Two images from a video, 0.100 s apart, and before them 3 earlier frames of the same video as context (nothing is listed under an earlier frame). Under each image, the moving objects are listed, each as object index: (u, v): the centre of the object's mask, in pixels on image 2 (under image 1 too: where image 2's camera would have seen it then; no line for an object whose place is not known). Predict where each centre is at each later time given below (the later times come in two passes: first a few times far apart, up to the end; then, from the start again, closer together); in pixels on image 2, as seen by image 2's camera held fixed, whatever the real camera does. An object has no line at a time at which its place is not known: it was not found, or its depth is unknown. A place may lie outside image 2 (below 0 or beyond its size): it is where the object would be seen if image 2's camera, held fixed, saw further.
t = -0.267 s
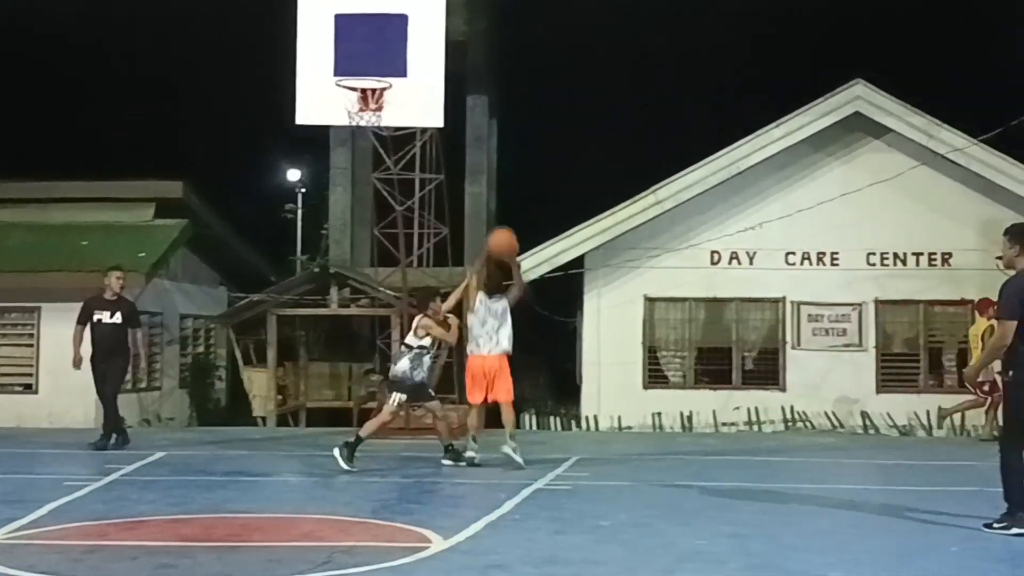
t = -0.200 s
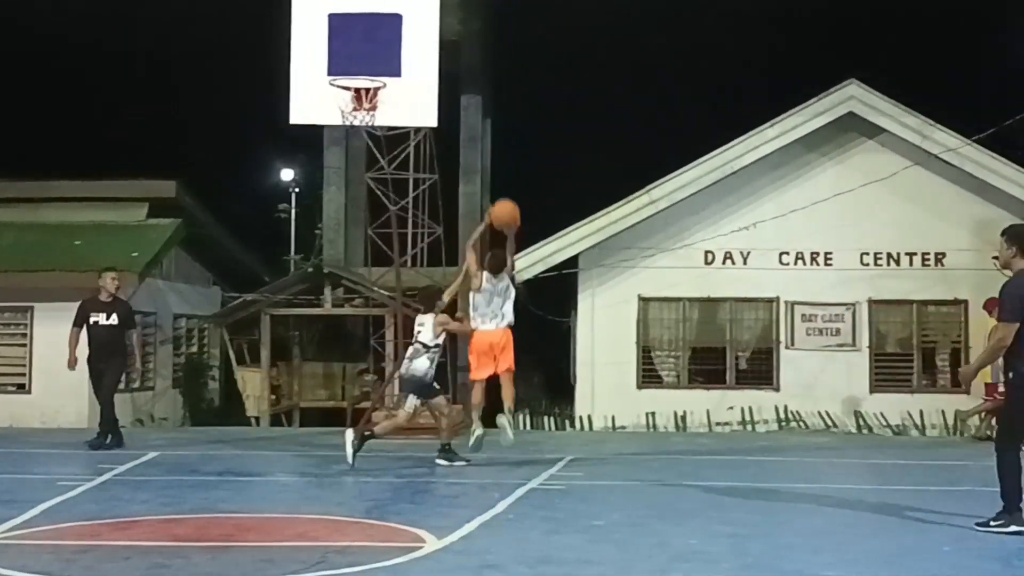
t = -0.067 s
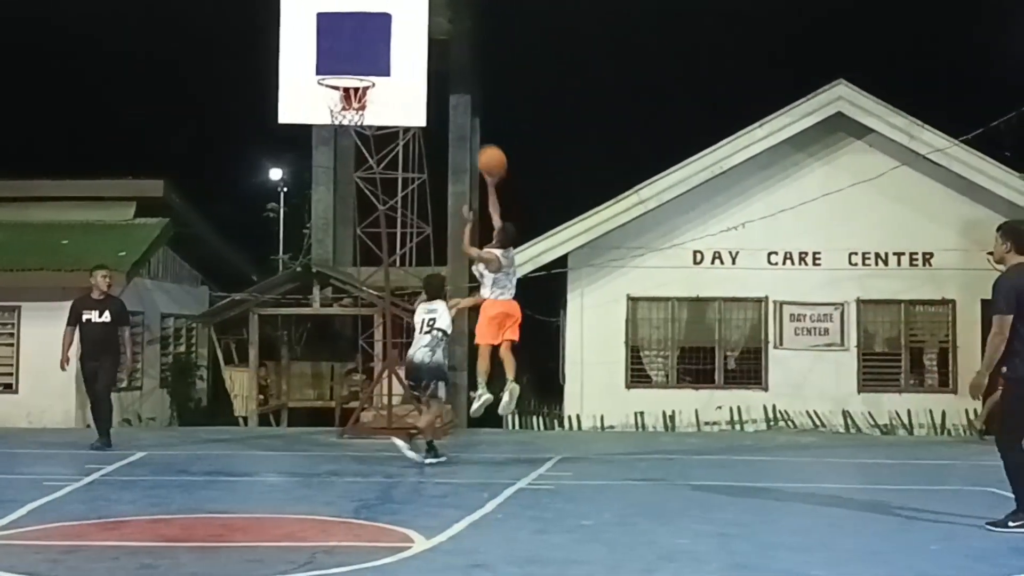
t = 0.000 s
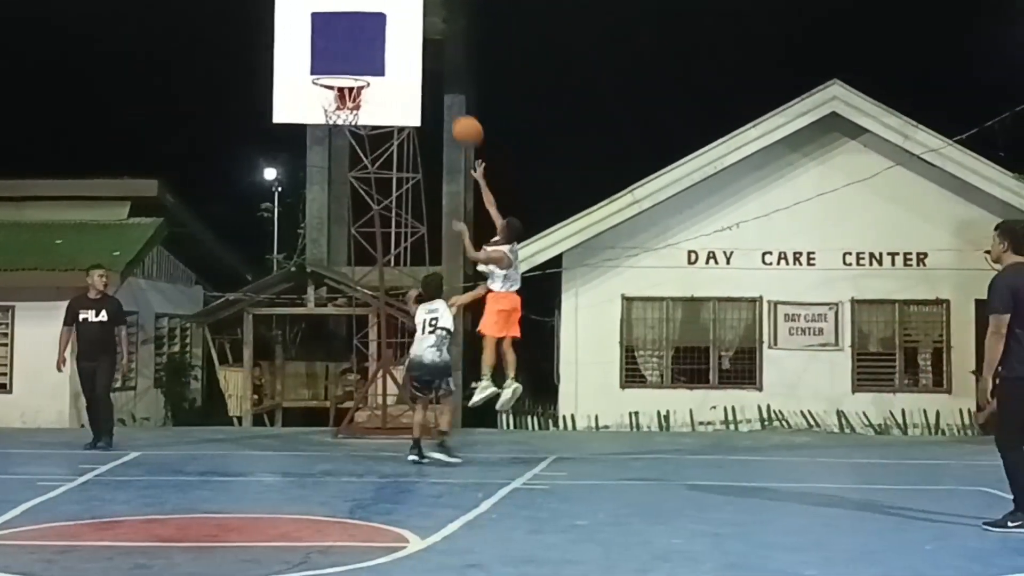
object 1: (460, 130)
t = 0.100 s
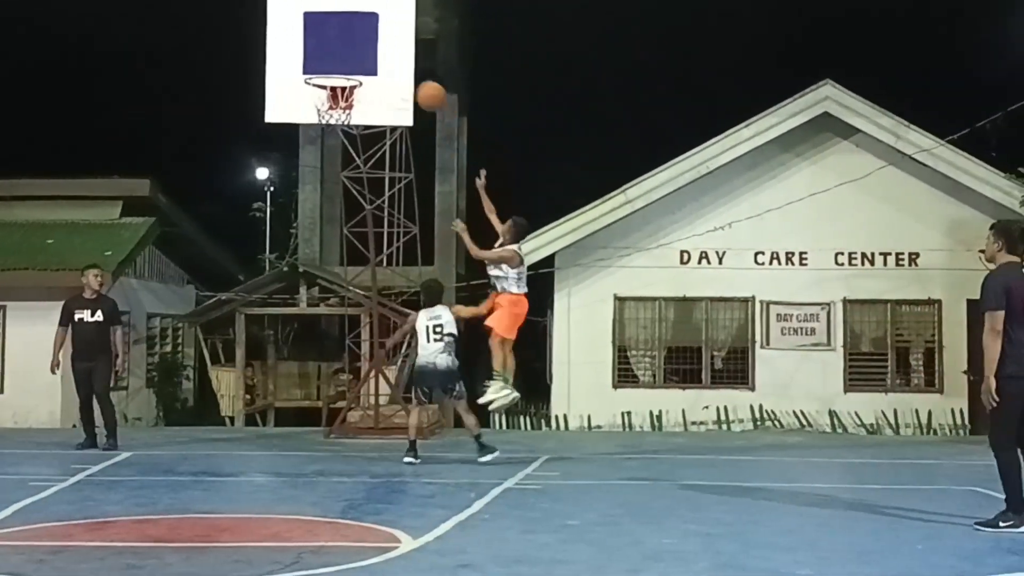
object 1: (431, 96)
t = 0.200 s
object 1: (406, 76)
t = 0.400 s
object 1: (373, 74)
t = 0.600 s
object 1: (408, 86)
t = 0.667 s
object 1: (420, 100)
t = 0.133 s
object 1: (423, 88)
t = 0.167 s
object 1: (414, 81)
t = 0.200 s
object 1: (406, 76)
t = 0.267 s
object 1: (394, 70)
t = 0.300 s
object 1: (388, 69)
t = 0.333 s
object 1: (382, 69)
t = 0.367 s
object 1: (377, 71)
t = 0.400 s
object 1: (373, 74)
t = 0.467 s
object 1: (384, 73)
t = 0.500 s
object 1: (390, 74)
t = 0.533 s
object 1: (396, 76)
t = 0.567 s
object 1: (402, 80)
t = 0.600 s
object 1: (408, 86)
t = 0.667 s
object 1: (420, 100)
